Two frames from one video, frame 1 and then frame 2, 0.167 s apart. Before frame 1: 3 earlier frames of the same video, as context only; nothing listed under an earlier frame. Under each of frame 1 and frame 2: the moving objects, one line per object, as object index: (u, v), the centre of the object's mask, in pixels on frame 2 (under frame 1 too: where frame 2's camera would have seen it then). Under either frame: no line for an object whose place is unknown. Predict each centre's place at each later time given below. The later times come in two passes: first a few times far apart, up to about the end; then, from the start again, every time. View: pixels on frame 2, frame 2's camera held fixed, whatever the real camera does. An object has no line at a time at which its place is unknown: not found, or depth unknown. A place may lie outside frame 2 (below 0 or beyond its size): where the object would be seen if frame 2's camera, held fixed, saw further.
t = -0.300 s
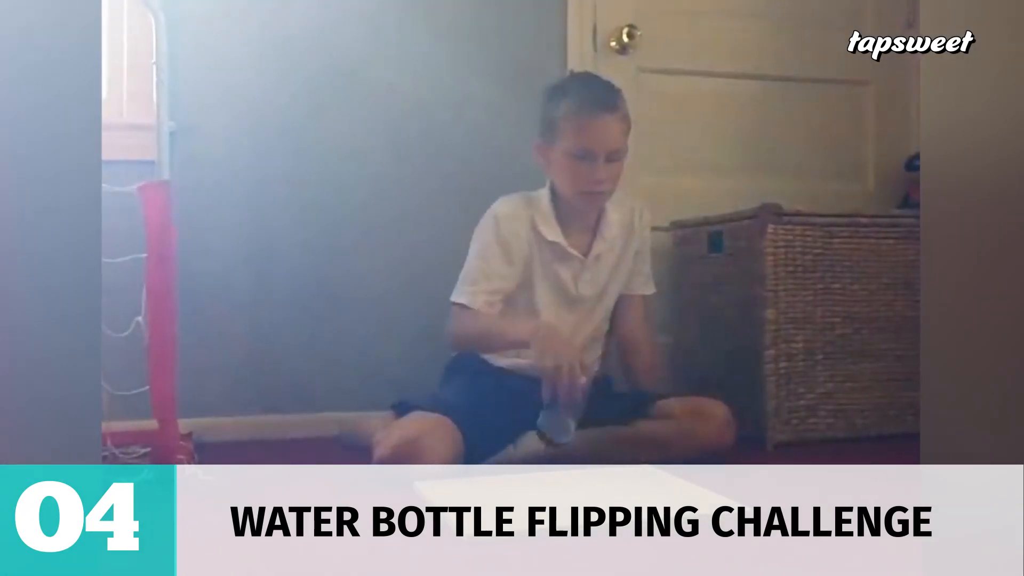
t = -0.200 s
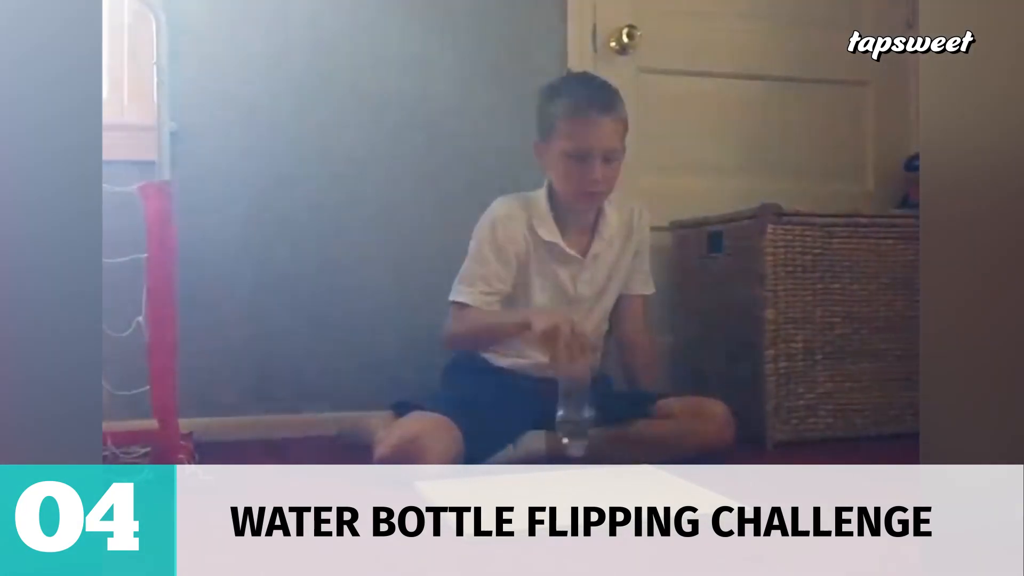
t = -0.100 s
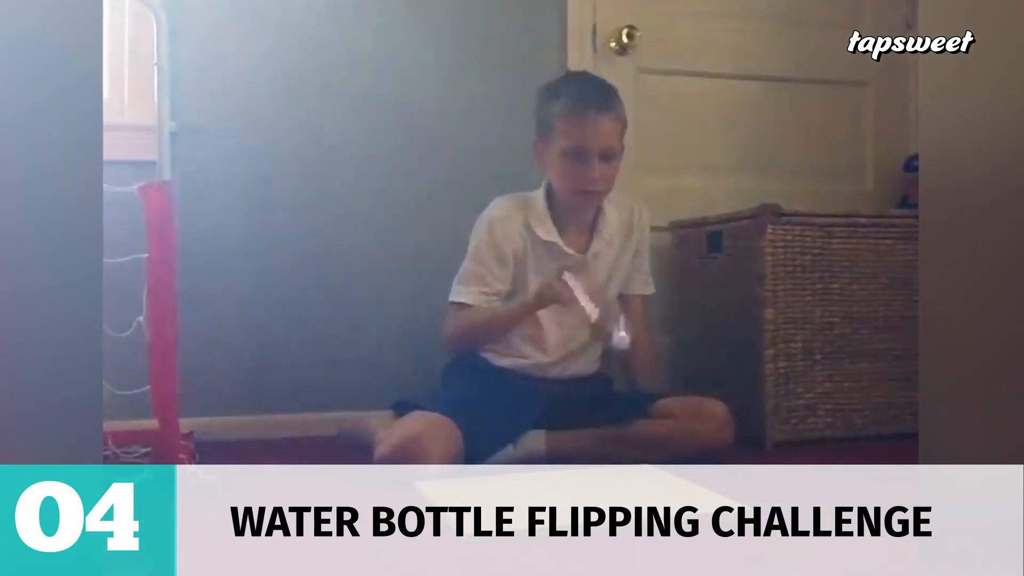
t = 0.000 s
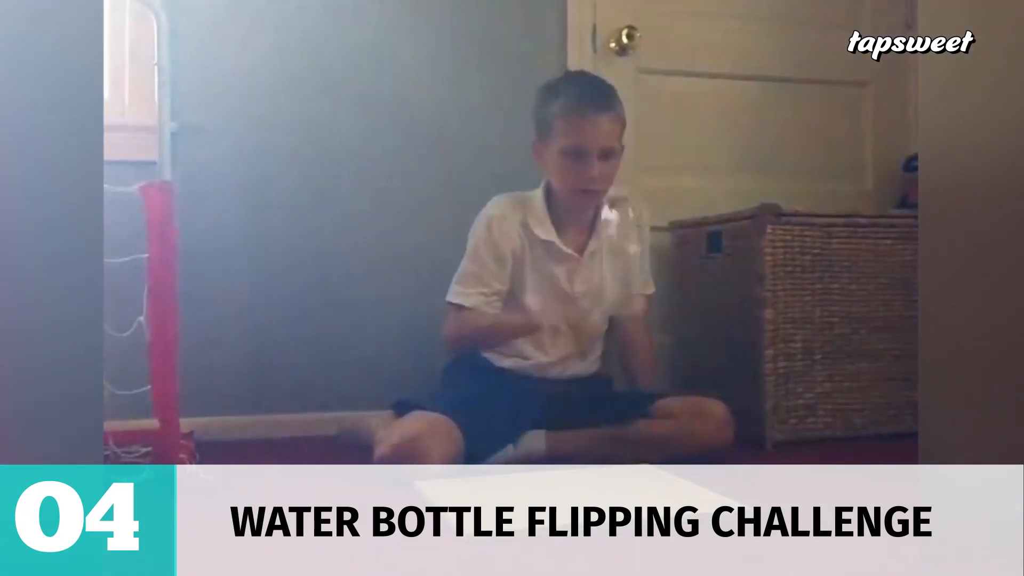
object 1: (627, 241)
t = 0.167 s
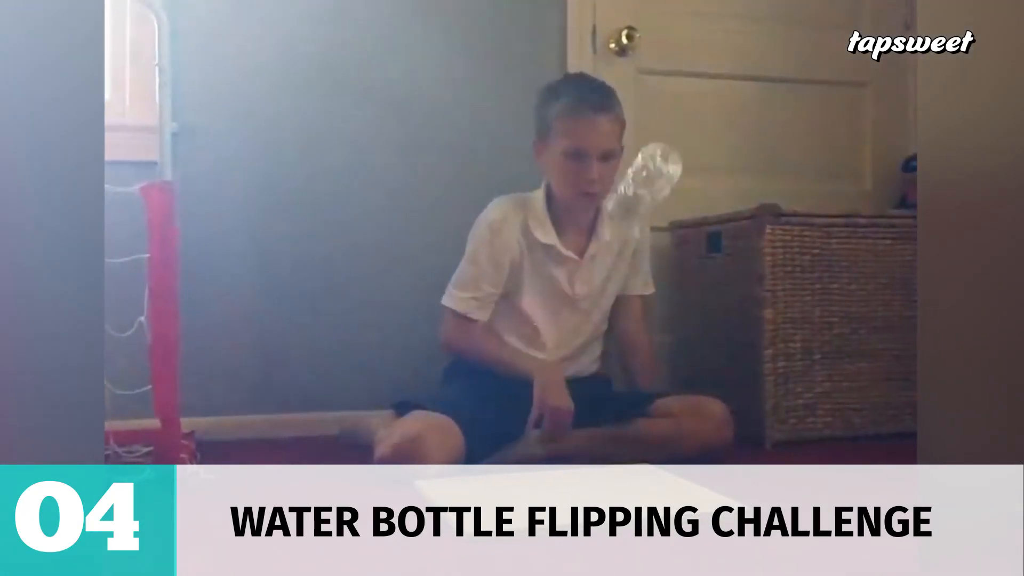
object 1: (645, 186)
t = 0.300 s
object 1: (651, 310)
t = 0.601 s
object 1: (652, 409)
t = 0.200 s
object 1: (646, 199)
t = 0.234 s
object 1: (648, 231)
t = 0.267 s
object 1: (649, 247)
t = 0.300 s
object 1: (651, 310)
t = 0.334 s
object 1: (654, 367)
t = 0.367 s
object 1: (657, 408)
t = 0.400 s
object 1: (656, 409)
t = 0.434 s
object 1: (656, 409)
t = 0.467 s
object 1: (656, 409)
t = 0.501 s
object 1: (655, 409)
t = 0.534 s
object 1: (653, 409)
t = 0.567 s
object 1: (652, 409)
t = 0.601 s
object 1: (652, 409)
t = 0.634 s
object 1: (654, 409)
